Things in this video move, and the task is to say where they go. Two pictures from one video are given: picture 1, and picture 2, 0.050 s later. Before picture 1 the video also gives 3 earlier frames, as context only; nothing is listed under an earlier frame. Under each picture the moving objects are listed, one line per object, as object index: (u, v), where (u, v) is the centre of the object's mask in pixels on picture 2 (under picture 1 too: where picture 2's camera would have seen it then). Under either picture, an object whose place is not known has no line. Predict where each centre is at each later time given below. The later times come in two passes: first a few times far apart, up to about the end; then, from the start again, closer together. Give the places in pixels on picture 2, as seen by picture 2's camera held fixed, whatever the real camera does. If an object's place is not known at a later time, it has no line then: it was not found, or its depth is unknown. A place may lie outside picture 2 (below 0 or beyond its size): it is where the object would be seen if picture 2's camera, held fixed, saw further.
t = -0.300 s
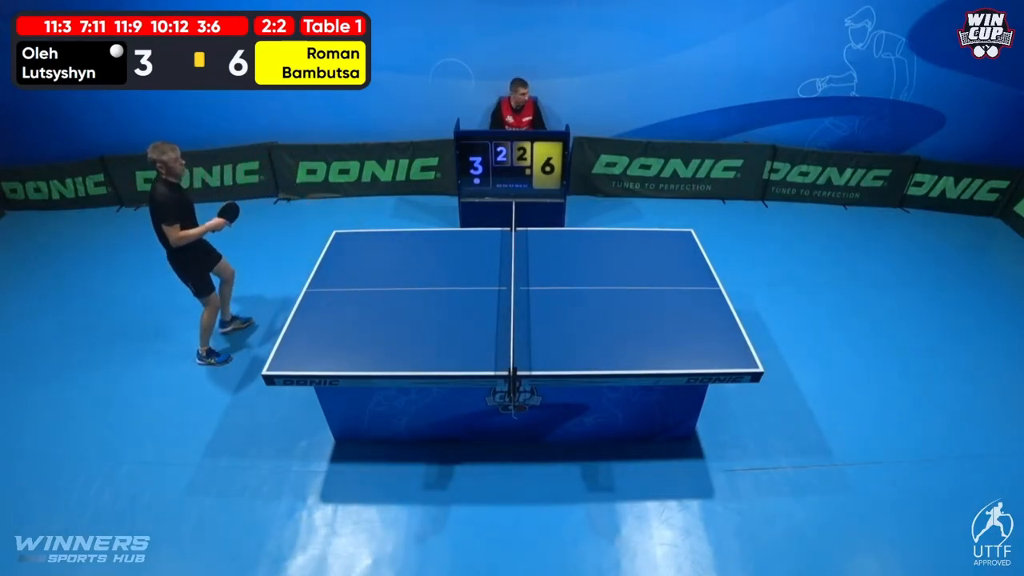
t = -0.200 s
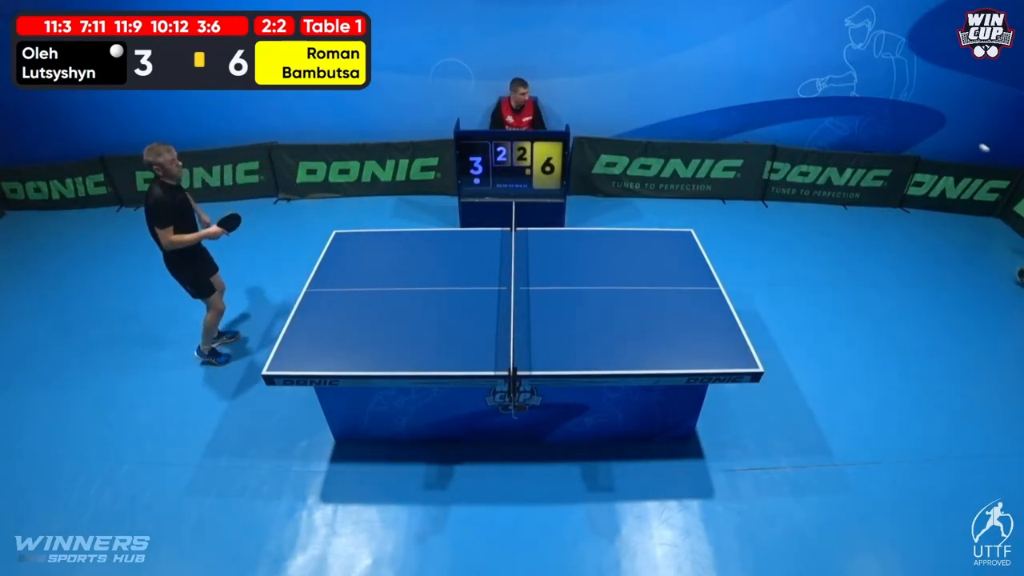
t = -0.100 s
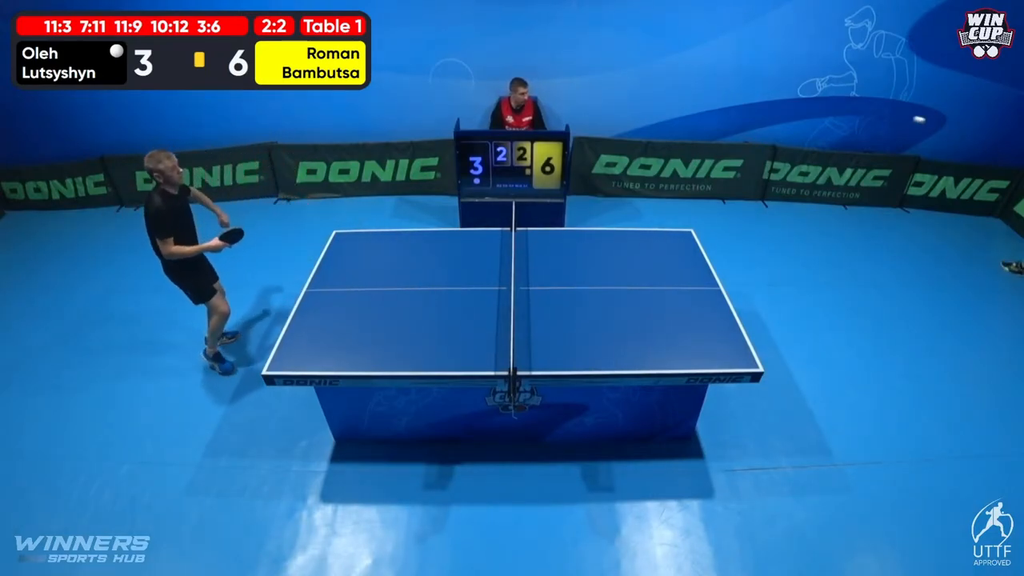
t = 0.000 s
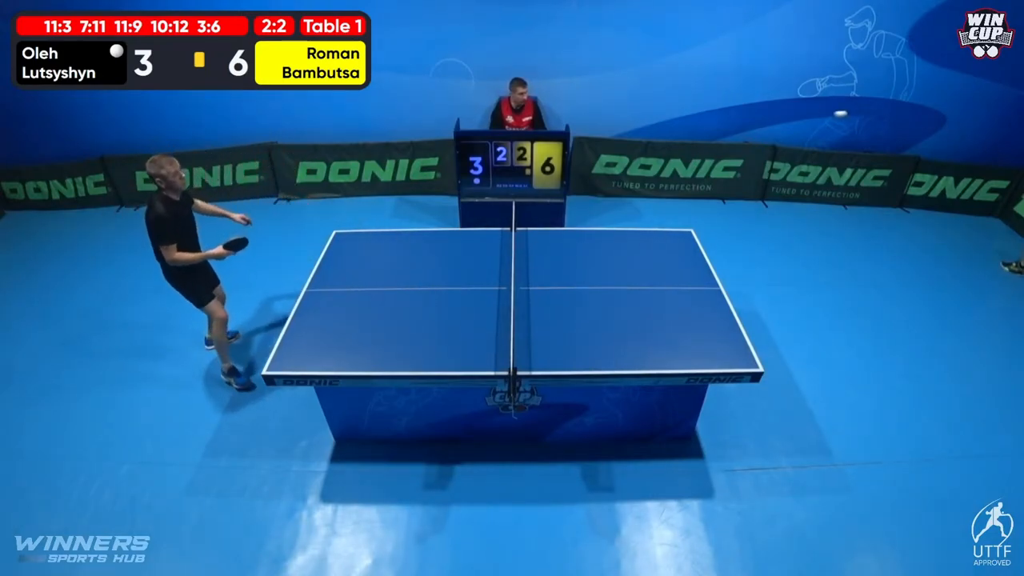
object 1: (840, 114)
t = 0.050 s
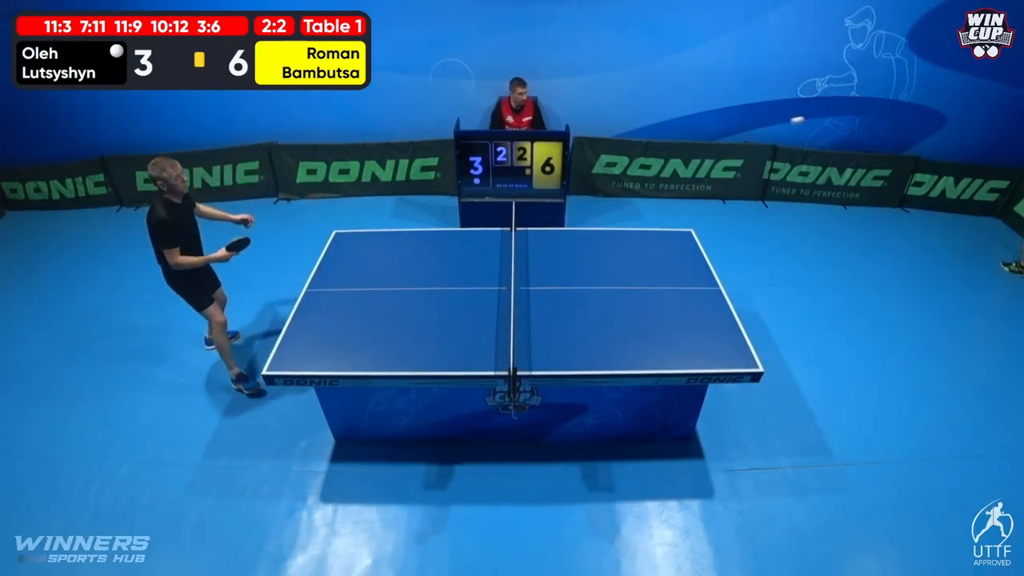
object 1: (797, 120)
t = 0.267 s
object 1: (600, 217)
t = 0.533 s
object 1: (527, 286)
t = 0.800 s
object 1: (554, 303)
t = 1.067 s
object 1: (561, 326)
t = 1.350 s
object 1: (548, 347)
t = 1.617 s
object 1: (517, 375)
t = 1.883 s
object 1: (534, 393)
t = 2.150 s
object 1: (549, 473)
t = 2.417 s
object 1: (542, 458)
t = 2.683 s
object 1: (529, 495)
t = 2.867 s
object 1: (523, 518)
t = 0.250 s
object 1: (614, 206)
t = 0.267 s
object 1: (600, 217)
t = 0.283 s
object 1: (585, 228)
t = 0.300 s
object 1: (571, 240)
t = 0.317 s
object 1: (557, 252)
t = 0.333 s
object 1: (545, 265)
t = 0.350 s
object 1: (532, 277)
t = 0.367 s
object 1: (521, 289)
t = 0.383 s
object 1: (513, 300)
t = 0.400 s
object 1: (513, 301)
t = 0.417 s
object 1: (514, 298)
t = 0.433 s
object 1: (515, 295)
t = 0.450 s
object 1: (517, 293)
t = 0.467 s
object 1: (519, 291)
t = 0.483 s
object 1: (521, 289)
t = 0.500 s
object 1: (523, 288)
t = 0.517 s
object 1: (525, 287)
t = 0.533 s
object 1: (527, 286)
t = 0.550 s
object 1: (529, 286)
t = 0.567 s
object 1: (531, 286)
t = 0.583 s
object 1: (533, 287)
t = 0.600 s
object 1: (535, 288)
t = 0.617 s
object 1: (537, 289)
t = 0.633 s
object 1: (539, 291)
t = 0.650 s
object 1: (541, 293)
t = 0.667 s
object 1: (543, 296)
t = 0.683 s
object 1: (545, 298)
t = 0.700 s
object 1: (547, 301)
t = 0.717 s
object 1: (549, 305)
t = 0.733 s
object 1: (551, 309)
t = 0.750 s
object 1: (552, 310)
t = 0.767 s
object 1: (553, 307)
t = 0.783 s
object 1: (553, 305)
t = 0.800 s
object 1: (554, 303)
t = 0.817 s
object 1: (555, 302)
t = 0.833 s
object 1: (555, 301)
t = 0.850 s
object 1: (556, 300)
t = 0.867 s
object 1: (557, 300)
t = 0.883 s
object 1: (557, 300)
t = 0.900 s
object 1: (558, 301)
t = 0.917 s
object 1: (558, 302)
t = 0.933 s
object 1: (558, 303)
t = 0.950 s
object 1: (559, 305)
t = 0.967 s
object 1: (559, 307)
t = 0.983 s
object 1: (560, 309)
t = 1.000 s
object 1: (560, 312)
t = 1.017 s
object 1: (561, 315)
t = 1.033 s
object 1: (561, 319)
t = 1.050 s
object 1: (561, 323)
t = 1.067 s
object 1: (561, 326)
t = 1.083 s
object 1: (561, 325)
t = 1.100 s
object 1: (561, 323)
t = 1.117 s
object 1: (560, 322)
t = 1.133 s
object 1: (559, 322)
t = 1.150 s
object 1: (559, 321)
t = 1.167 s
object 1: (558, 321)
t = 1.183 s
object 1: (557, 321)
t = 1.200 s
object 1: (556, 322)
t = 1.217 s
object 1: (555, 324)
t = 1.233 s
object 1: (555, 325)
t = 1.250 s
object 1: (554, 327)
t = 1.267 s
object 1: (553, 329)
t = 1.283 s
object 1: (552, 332)
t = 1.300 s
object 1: (551, 335)
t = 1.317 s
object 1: (550, 339)
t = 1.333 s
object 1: (549, 342)
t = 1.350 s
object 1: (548, 347)
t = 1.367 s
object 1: (547, 351)
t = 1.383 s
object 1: (546, 351)
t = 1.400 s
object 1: (544, 350)
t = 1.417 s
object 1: (542, 349)
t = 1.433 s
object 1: (540, 349)
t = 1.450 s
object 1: (538, 350)
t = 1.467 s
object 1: (536, 350)
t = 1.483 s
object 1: (534, 351)
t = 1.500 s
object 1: (532, 353)
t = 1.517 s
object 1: (529, 355)
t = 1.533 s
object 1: (527, 357)
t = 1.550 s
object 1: (525, 360)
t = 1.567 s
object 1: (523, 363)
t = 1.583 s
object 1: (521, 367)
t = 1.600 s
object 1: (519, 370)
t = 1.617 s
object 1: (517, 375)
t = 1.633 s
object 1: (516, 380)
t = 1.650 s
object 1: (516, 382)
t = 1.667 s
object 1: (516, 381)
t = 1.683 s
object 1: (517, 380)
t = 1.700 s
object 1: (519, 379)
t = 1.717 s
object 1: (520, 378)
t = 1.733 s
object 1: (521, 378)
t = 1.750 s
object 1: (523, 378)
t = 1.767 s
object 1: (524, 379)
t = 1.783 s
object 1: (526, 380)
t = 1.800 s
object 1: (527, 381)
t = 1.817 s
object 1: (528, 383)
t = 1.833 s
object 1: (530, 385)
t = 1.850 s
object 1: (531, 388)
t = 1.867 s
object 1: (532, 390)
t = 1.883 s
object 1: (534, 393)
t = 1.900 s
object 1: (535, 397)
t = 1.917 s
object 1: (536, 401)
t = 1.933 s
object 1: (538, 405)
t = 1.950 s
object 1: (539, 409)
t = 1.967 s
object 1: (540, 413)
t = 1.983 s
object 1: (541, 419)
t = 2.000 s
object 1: (542, 424)
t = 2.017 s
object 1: (543, 429)
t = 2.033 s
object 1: (544, 434)
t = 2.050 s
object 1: (545, 440)
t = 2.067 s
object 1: (546, 445)
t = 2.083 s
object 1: (546, 451)
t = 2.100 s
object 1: (547, 456)
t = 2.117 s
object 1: (548, 461)
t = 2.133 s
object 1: (549, 467)
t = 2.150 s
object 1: (549, 473)
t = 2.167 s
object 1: (550, 479)
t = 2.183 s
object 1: (550, 480)
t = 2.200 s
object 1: (549, 477)
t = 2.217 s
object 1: (549, 474)
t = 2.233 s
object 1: (548, 471)
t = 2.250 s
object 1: (548, 469)
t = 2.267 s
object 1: (547, 466)
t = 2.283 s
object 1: (546, 464)
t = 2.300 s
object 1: (546, 462)
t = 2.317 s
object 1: (545, 461)
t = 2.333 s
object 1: (545, 460)
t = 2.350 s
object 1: (544, 459)
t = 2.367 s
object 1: (543, 459)
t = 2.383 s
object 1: (543, 458)
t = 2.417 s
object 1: (542, 458)
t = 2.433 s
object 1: (541, 458)
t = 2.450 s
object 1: (540, 459)
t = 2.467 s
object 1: (540, 460)
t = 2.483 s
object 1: (539, 460)
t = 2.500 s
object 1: (538, 462)
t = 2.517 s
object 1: (537, 464)
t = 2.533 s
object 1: (536, 466)
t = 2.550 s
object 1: (535, 468)
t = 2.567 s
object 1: (535, 470)
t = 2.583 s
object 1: (534, 473)
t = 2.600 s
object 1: (533, 476)
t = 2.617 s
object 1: (532, 480)
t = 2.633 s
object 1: (531, 483)
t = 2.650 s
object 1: (530, 487)
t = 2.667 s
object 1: (529, 491)
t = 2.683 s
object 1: (529, 495)
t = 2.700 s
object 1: (528, 500)
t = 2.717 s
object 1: (527, 504)
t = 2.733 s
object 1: (526, 508)
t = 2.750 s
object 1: (525, 513)
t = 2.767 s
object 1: (525, 519)
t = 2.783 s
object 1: (524, 522)
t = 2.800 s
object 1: (524, 520)
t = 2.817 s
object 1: (524, 519)
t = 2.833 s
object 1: (523, 519)
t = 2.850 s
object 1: (523, 518)
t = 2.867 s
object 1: (523, 518)
